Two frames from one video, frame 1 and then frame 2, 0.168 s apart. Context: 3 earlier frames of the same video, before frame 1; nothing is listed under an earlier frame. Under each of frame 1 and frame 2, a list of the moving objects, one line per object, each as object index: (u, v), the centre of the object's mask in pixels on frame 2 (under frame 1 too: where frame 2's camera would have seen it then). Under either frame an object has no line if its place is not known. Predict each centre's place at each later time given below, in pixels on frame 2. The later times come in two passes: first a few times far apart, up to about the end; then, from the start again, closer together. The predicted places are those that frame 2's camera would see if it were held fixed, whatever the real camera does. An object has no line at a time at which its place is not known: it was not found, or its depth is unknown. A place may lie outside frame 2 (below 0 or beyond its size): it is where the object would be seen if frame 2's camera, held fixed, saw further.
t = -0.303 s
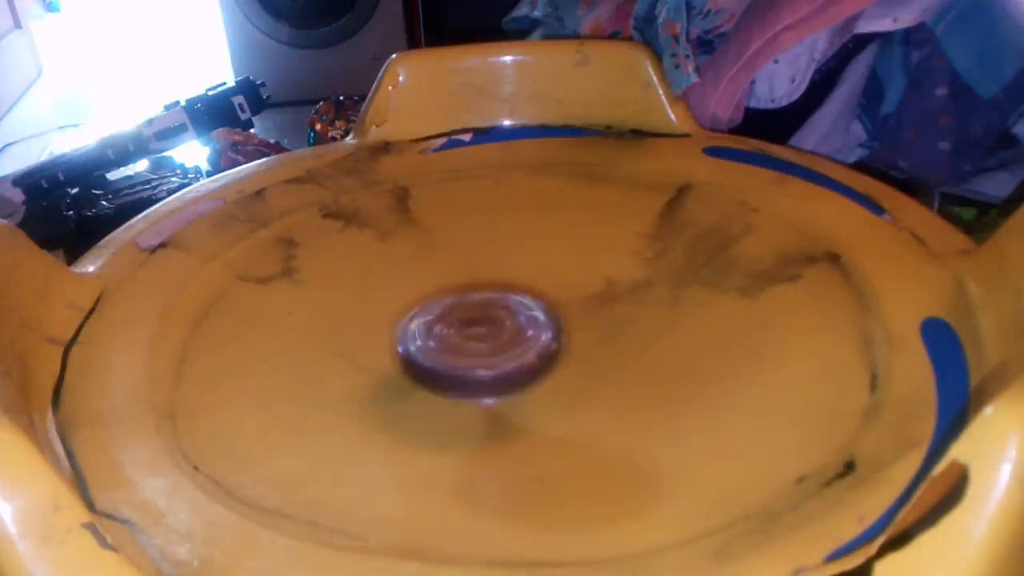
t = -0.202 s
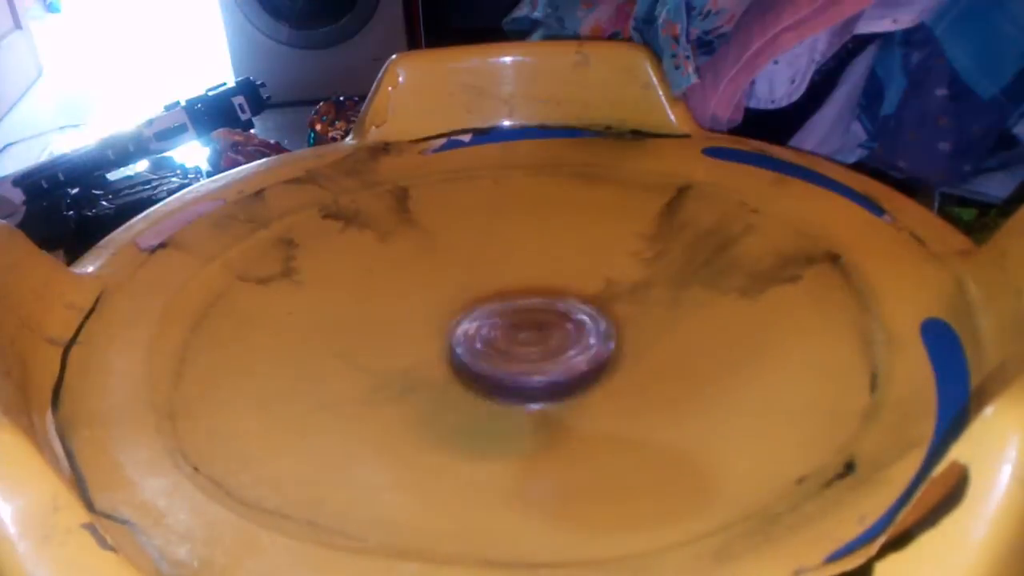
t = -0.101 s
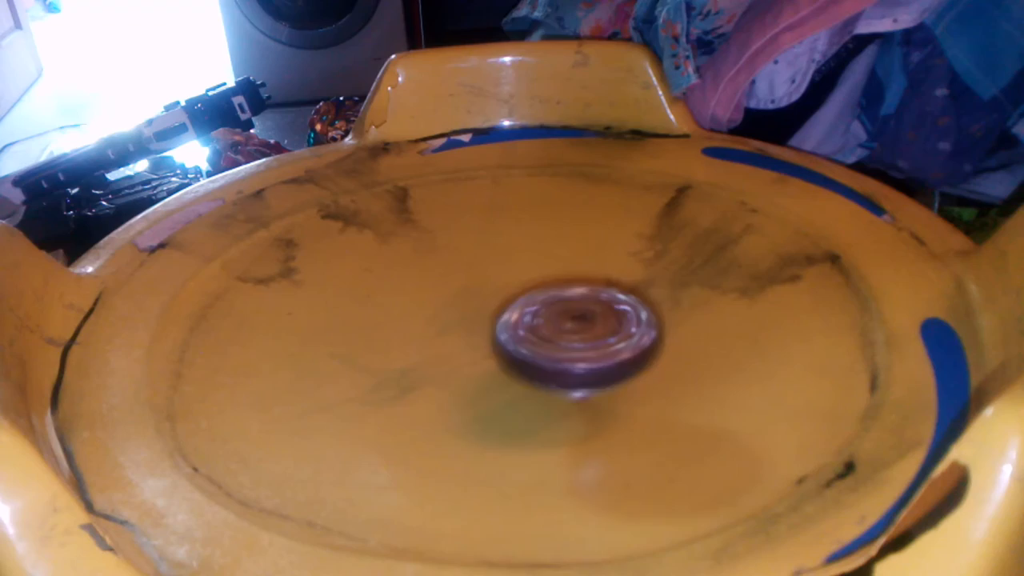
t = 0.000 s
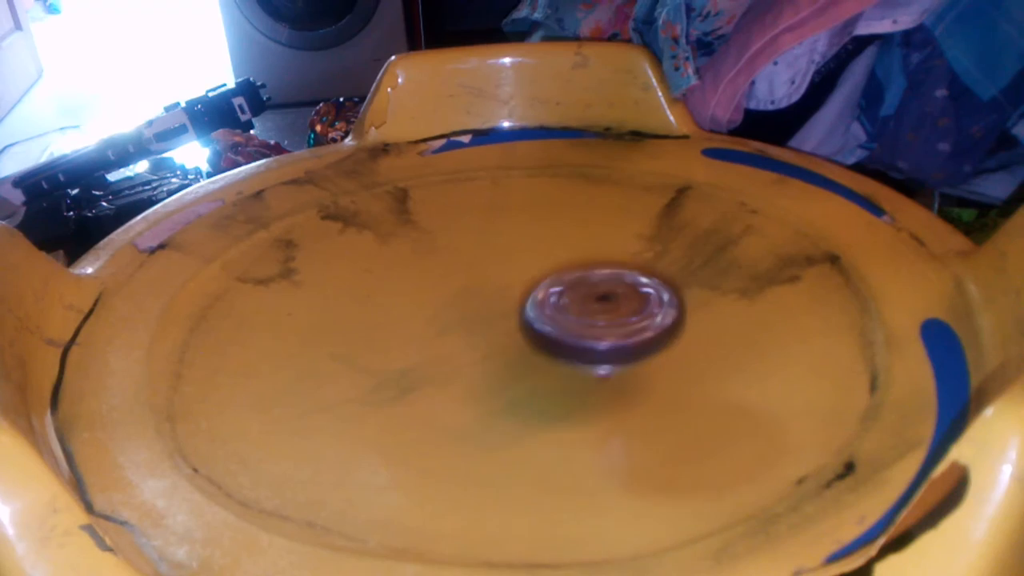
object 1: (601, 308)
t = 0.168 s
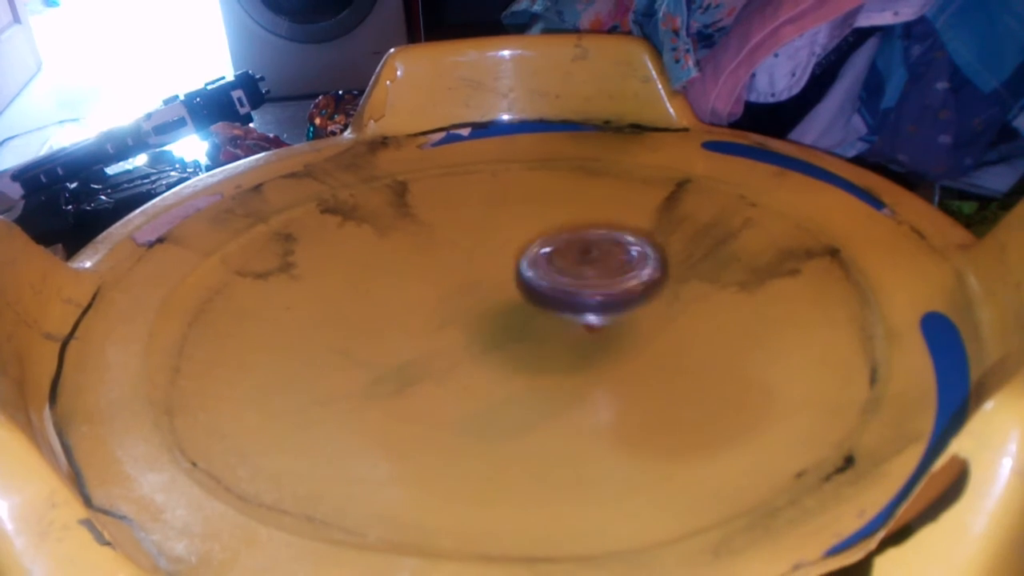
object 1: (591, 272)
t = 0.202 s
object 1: (582, 266)
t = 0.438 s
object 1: (488, 247)
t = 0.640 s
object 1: (426, 275)
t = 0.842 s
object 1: (461, 322)
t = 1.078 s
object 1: (573, 312)
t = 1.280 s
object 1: (600, 277)
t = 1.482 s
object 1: (564, 255)
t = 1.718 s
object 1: (491, 259)
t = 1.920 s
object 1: (455, 289)
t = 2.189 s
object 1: (494, 321)
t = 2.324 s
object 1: (523, 321)
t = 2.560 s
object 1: (553, 301)
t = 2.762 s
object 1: (545, 280)
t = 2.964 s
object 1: (519, 263)
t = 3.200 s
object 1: (491, 261)
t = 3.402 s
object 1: (491, 274)
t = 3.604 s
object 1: (499, 289)
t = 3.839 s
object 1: (515, 304)
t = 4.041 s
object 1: (518, 307)
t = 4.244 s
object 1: (516, 299)
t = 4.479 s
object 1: (502, 283)
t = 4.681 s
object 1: (497, 273)
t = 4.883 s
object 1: (507, 273)
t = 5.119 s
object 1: (525, 281)
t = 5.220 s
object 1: (530, 285)
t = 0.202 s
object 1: (582, 266)
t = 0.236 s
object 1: (571, 260)
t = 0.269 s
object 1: (559, 255)
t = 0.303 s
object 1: (544, 250)
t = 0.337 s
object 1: (532, 248)
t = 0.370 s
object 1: (516, 247)
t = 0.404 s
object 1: (501, 246)
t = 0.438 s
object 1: (488, 247)
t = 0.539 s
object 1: (449, 257)
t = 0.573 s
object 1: (439, 261)
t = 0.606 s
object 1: (431, 268)
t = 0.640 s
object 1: (426, 275)
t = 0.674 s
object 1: (423, 284)
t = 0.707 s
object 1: (423, 291)
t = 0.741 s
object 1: (427, 301)
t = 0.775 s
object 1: (435, 308)
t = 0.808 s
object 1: (446, 315)
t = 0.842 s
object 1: (461, 322)
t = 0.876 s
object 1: (477, 326)
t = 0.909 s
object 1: (495, 327)
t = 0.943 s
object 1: (511, 327)
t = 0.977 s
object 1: (529, 326)
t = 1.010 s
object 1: (548, 322)
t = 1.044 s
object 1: (561, 318)
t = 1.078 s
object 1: (573, 312)
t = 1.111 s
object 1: (583, 307)
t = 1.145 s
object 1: (590, 300)
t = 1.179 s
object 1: (596, 295)
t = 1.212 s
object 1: (599, 288)
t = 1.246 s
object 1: (600, 283)
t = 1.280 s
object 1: (600, 277)
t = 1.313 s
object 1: (597, 272)
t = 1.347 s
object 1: (592, 268)
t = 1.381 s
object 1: (588, 264)
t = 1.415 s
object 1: (581, 260)
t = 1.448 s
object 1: (572, 258)
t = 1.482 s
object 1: (564, 255)
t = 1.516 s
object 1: (554, 254)
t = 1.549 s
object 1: (543, 253)
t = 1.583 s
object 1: (533, 253)
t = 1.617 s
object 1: (522, 253)
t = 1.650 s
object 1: (511, 254)
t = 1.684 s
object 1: (501, 256)
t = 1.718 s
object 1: (491, 259)
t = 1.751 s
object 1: (481, 263)
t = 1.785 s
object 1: (474, 267)
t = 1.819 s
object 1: (466, 272)
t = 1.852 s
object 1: (460, 277)
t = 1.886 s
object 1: (457, 283)
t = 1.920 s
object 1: (455, 289)
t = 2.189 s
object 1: (494, 321)
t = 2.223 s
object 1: (501, 321)
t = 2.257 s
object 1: (509, 322)
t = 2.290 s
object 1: (516, 322)
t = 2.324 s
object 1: (523, 321)
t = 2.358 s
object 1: (530, 319)
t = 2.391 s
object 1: (536, 317)
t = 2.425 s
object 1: (540, 315)
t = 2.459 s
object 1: (545, 313)
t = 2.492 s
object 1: (548, 310)
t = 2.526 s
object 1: (553, 304)
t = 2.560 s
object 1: (553, 301)
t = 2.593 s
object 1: (555, 298)
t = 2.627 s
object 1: (554, 294)
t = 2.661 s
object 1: (553, 290)
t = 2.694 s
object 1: (552, 288)
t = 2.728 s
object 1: (549, 284)
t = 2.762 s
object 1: (545, 280)
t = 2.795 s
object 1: (543, 276)
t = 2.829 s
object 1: (538, 273)
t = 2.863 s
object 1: (534, 270)
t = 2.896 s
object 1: (529, 267)
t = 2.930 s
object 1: (523, 265)
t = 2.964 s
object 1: (519, 263)
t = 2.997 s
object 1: (513, 262)
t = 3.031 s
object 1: (509, 261)
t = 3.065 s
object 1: (505, 260)
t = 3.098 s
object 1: (500, 259)
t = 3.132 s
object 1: (497, 260)
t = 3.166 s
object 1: (493, 260)
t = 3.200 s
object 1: (491, 261)
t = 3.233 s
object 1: (490, 262)
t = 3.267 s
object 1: (488, 264)
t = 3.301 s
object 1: (488, 266)
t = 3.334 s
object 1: (489, 269)
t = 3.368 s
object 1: (489, 271)
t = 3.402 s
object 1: (491, 274)
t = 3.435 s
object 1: (491, 277)
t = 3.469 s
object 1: (493, 279)
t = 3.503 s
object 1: (495, 282)
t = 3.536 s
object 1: (496, 284)
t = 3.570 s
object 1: (498, 287)
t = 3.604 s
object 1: (499, 289)
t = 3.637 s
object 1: (501, 292)
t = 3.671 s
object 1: (504, 293)
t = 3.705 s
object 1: (505, 295)
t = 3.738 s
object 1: (508, 298)
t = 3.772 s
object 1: (510, 300)
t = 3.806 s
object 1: (512, 302)
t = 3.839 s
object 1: (515, 304)
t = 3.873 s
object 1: (516, 305)
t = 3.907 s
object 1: (518, 306)
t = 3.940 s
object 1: (518, 307)
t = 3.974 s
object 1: (518, 307)
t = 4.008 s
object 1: (519, 307)
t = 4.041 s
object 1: (518, 307)
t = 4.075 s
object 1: (518, 306)
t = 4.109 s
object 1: (518, 305)
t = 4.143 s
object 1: (517, 304)
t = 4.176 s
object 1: (517, 303)
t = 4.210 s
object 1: (516, 301)
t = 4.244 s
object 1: (516, 299)
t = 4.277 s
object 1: (514, 297)
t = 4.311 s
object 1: (512, 295)
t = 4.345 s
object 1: (511, 292)
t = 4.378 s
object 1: (509, 290)
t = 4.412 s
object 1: (507, 288)
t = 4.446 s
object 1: (504, 285)
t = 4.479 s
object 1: (502, 283)
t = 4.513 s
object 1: (500, 281)
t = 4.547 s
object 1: (497, 278)
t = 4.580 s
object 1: (497, 277)
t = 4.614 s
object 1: (496, 275)
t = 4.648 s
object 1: (496, 274)
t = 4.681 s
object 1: (497, 273)
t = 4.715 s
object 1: (497, 272)
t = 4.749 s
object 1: (499, 272)
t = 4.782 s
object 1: (500, 272)
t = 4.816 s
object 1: (503, 272)
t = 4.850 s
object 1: (504, 272)
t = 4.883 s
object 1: (507, 273)
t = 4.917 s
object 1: (509, 273)
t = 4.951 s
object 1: (511, 274)
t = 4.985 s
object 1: (516, 275)
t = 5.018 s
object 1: (517, 276)
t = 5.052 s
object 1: (520, 278)
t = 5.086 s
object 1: (521, 280)
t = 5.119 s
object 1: (525, 281)
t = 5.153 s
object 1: (527, 282)
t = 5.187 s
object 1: (529, 283)
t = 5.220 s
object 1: (530, 285)
